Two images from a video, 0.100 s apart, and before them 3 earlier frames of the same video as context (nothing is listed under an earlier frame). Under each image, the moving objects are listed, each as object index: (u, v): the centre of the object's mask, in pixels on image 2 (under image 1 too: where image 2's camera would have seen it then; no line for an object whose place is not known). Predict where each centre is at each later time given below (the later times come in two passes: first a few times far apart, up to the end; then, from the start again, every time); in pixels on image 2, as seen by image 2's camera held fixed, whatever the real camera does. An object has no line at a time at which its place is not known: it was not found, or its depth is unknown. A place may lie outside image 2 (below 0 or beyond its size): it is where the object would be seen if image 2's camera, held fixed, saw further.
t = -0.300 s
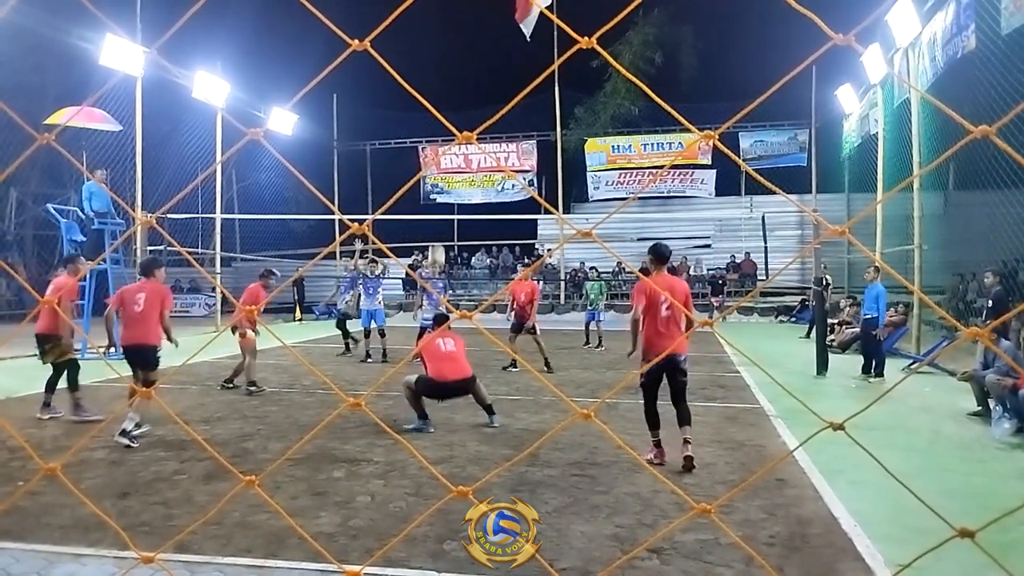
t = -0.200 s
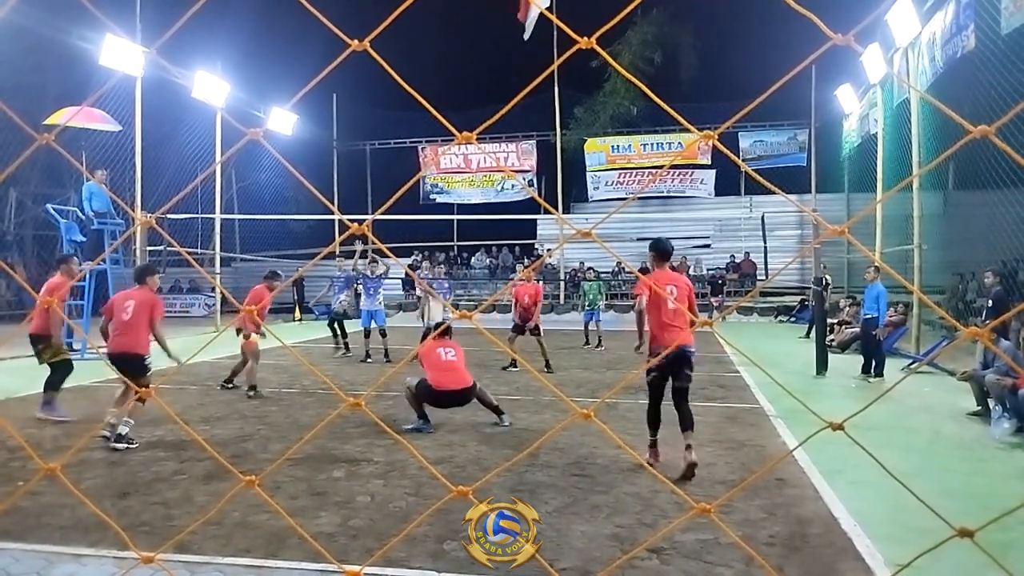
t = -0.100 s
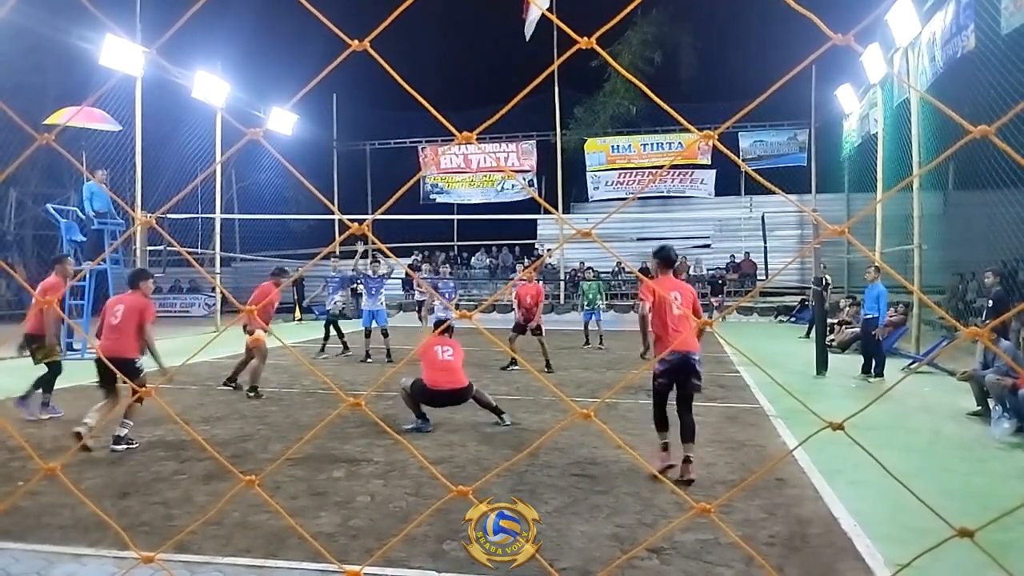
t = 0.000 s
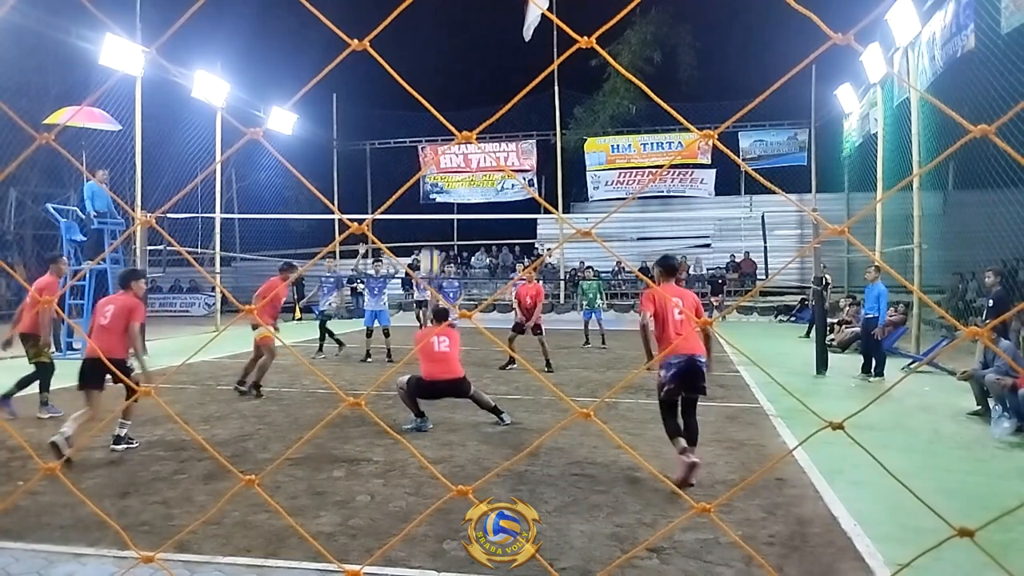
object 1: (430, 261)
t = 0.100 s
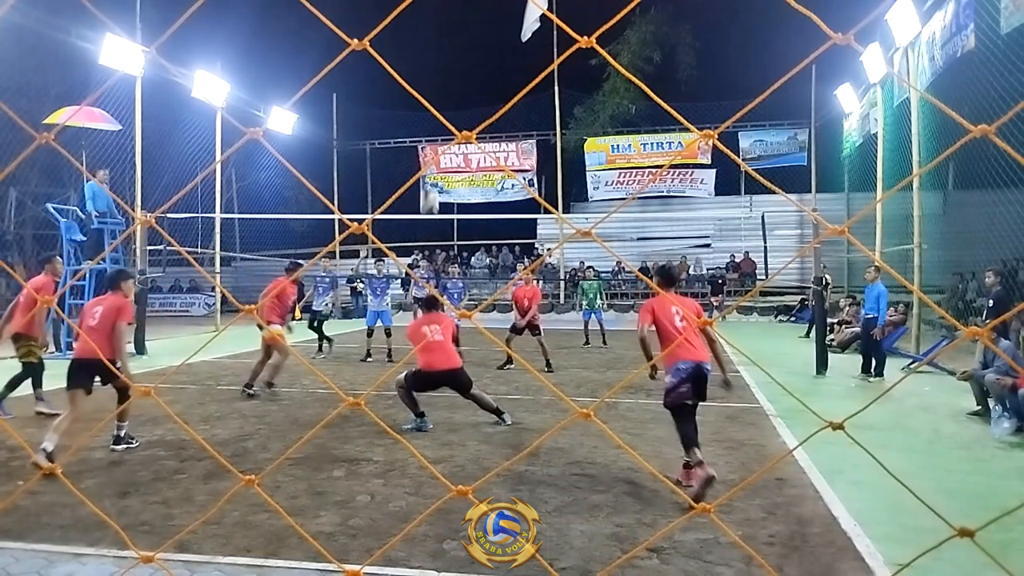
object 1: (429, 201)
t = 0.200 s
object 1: (429, 151)
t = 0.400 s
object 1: (428, 84)
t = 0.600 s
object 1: (427, 53)
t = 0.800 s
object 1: (425, 52)
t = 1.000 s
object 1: (423, 78)
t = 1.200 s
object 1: (421, 125)
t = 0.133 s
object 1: (429, 179)
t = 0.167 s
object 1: (431, 164)
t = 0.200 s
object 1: (429, 151)
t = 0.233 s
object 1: (429, 138)
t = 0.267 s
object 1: (429, 125)
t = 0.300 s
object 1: (428, 113)
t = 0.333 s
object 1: (428, 101)
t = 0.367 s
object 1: (428, 92)
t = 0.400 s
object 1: (428, 84)
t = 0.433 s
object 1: (428, 76)
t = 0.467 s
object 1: (428, 70)
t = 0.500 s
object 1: (427, 64)
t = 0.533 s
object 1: (427, 59)
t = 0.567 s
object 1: (427, 55)
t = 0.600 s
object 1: (427, 53)
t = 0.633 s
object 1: (426, 51)
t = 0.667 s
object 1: (426, 49)
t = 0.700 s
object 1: (426, 49)
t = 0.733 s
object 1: (426, 49)
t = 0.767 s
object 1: (425, 51)
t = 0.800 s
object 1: (425, 52)
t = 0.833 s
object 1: (425, 55)
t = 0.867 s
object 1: (424, 58)
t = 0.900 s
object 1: (424, 62)
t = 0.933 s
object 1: (424, 67)
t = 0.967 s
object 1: (423, 72)
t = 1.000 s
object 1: (423, 78)
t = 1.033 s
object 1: (423, 84)
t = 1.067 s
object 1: (422, 91)
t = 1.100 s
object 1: (422, 99)
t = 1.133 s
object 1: (422, 107)
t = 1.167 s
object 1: (421, 116)
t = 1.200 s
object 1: (421, 125)
